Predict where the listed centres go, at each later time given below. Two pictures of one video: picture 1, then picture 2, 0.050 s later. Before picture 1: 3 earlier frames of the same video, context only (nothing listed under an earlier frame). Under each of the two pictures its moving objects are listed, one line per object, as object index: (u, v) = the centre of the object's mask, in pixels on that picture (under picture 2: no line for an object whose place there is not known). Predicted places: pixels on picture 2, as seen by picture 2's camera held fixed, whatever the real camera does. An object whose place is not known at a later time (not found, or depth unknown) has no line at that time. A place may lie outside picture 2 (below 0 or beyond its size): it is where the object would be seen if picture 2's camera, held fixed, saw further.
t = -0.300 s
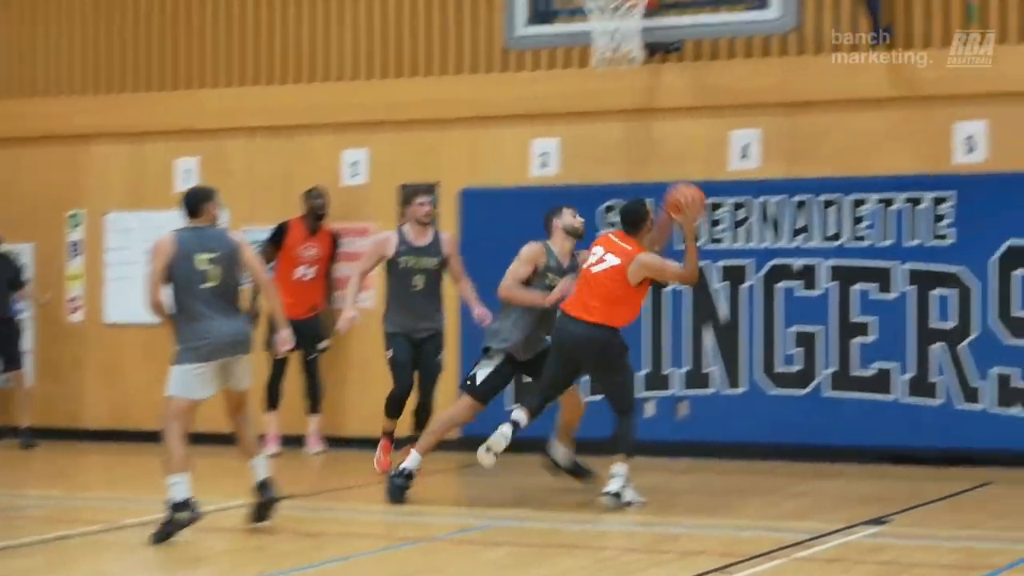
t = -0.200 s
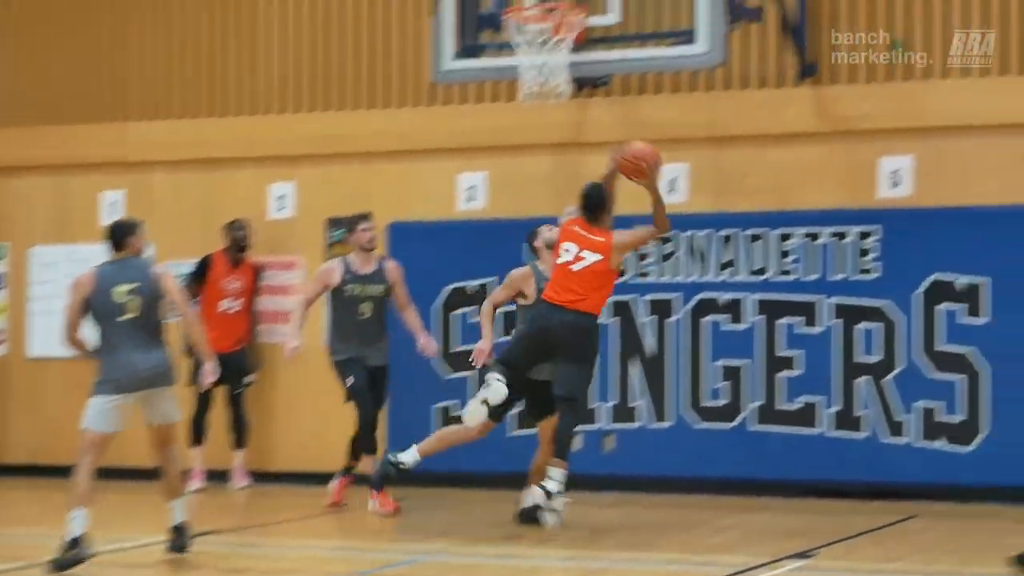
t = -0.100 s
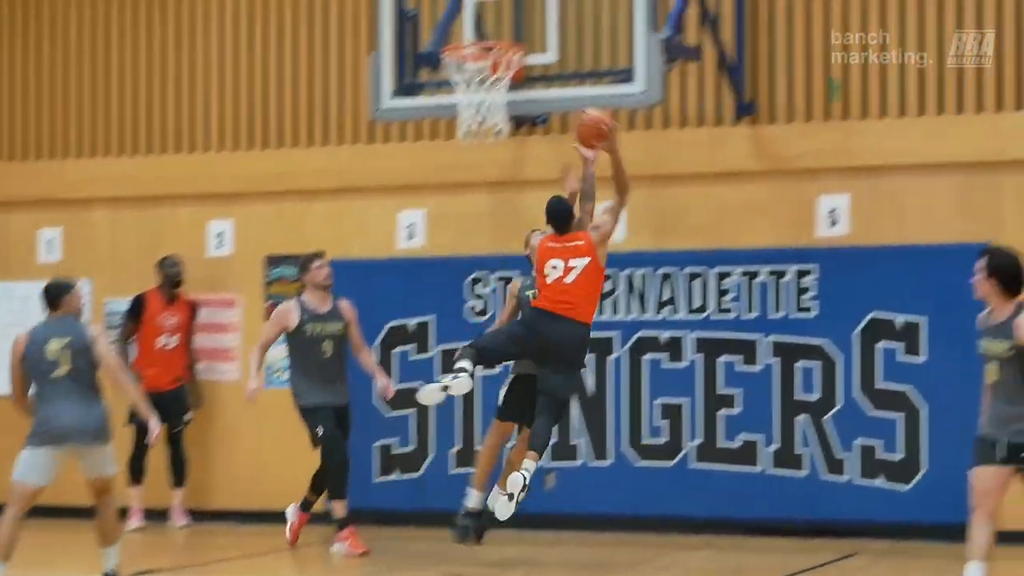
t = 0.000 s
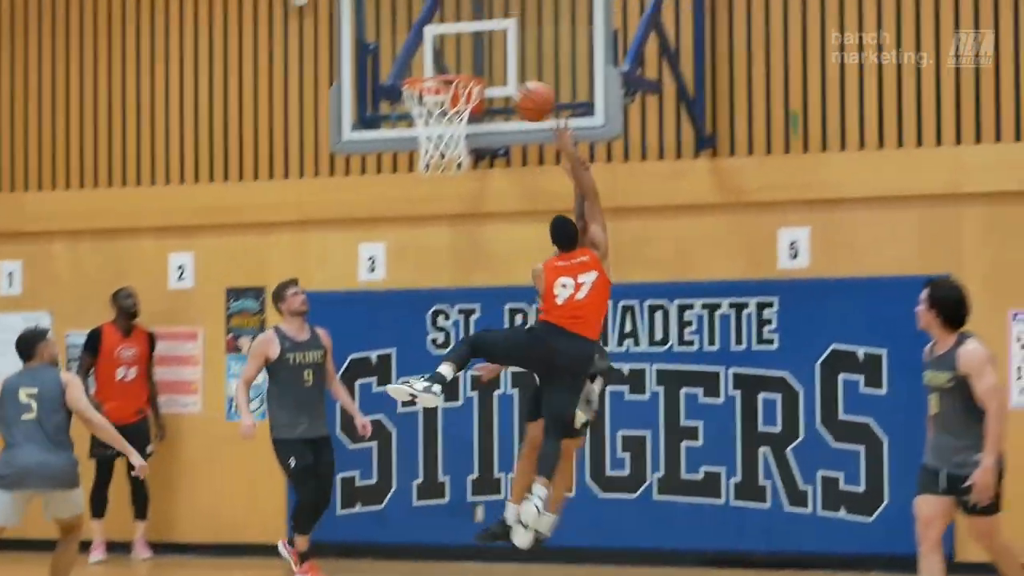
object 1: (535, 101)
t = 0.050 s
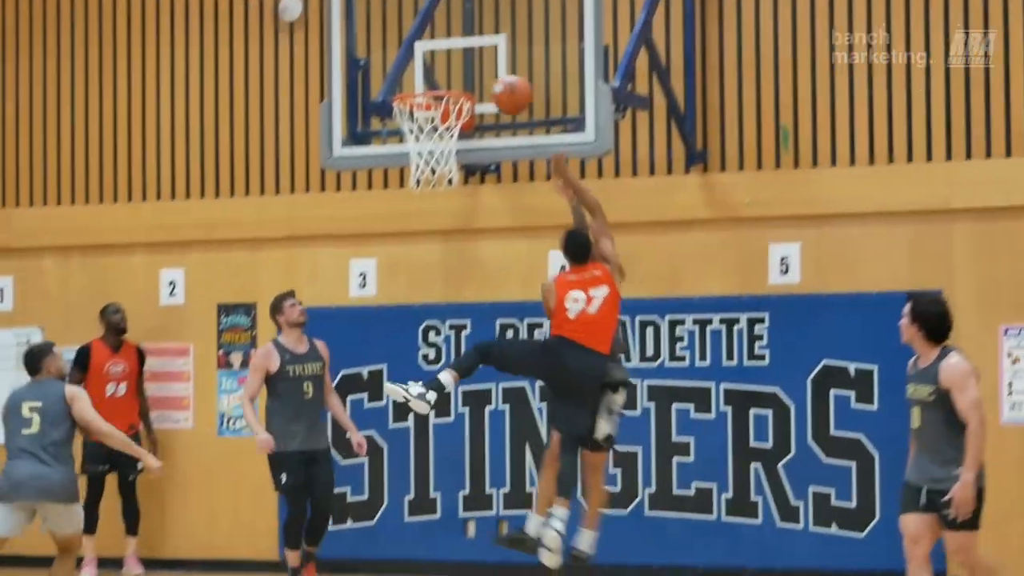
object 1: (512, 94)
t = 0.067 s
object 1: (508, 88)
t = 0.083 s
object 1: (503, 83)
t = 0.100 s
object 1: (499, 78)
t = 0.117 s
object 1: (495, 74)
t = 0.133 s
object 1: (490, 69)
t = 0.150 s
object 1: (486, 66)
